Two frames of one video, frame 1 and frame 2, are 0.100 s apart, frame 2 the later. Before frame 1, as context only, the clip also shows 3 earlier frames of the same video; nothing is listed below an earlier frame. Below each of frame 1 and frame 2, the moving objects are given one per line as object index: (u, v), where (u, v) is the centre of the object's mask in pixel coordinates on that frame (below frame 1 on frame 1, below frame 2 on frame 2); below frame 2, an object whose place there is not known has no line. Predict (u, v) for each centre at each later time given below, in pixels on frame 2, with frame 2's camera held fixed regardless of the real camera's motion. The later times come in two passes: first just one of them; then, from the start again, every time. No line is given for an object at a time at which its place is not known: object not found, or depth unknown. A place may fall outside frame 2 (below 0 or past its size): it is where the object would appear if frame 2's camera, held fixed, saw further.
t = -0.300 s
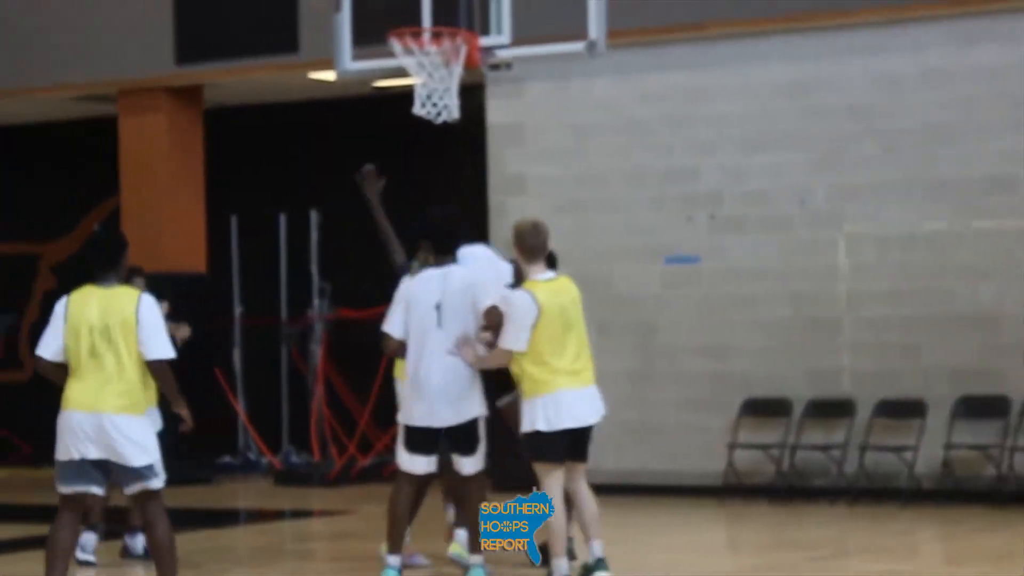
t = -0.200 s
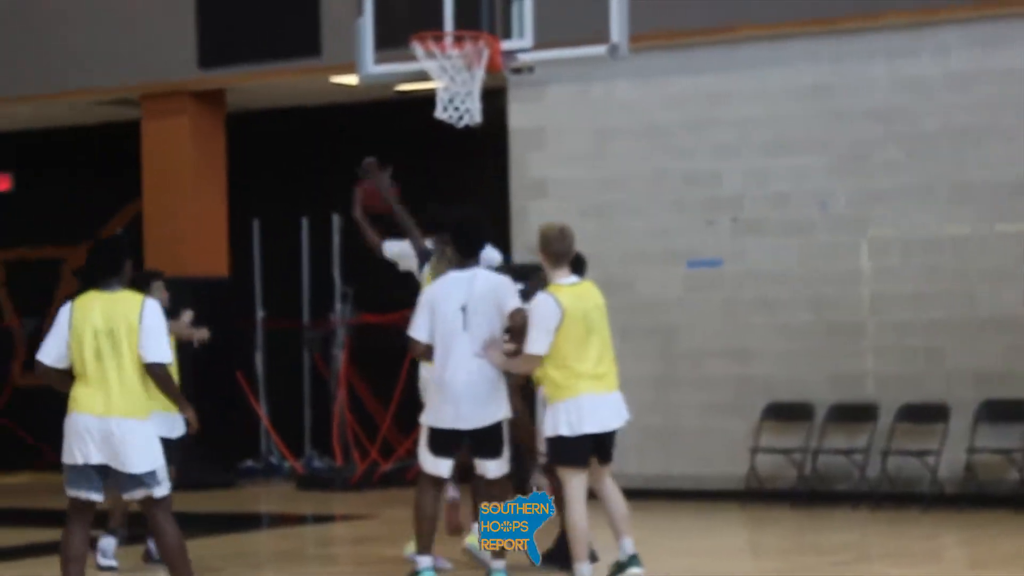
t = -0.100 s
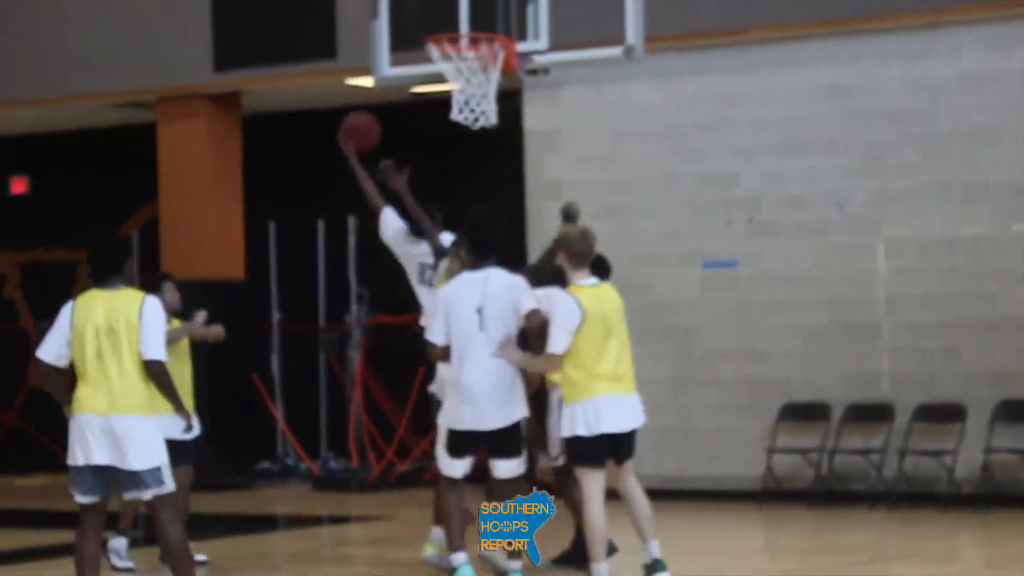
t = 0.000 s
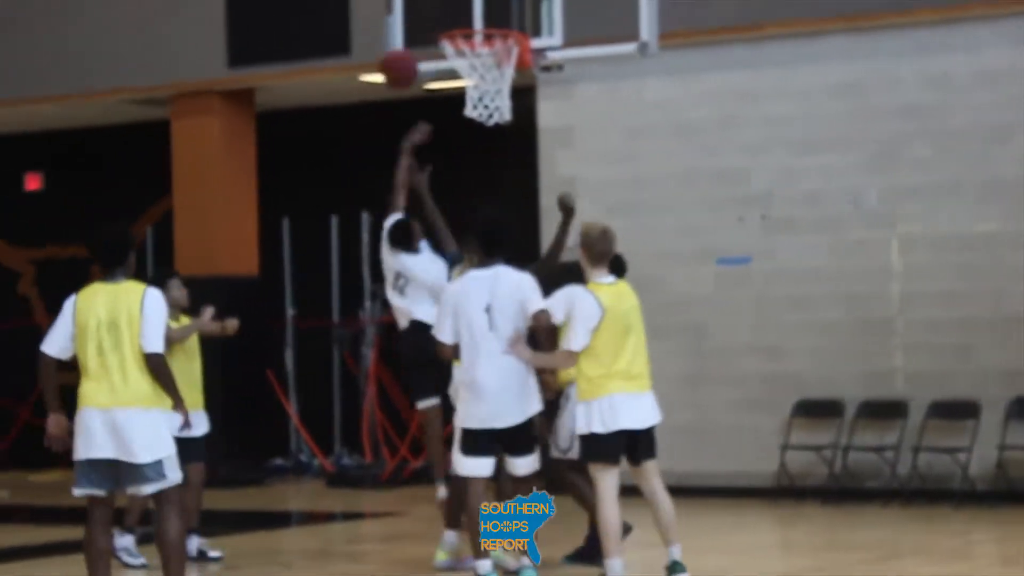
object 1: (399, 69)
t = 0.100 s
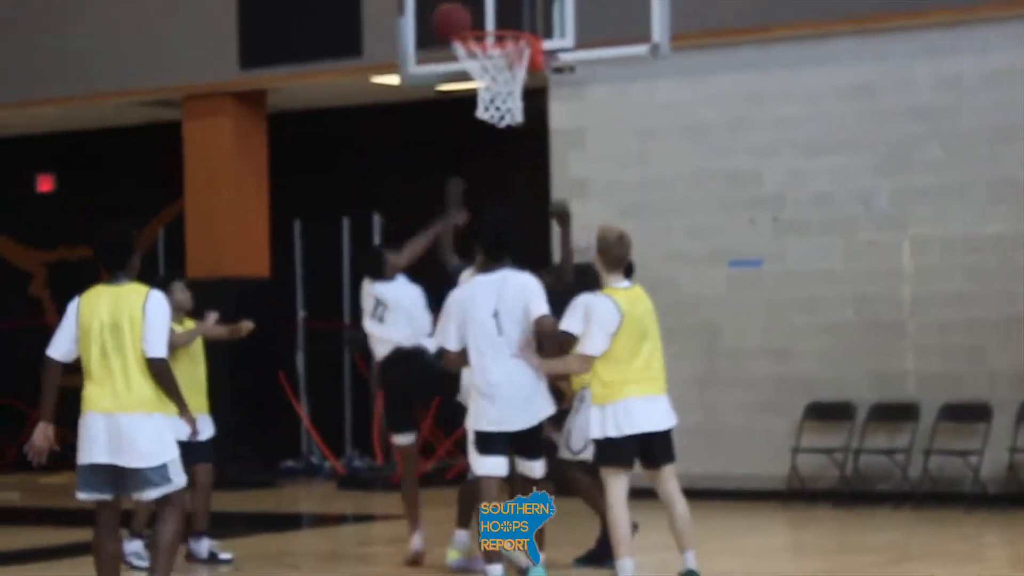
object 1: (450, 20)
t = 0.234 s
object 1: (483, 5)
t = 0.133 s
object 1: (466, 13)
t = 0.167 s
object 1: (474, 6)
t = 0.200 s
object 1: (478, 4)
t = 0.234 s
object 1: (483, 5)
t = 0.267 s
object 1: (488, 8)
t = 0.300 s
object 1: (493, 11)
